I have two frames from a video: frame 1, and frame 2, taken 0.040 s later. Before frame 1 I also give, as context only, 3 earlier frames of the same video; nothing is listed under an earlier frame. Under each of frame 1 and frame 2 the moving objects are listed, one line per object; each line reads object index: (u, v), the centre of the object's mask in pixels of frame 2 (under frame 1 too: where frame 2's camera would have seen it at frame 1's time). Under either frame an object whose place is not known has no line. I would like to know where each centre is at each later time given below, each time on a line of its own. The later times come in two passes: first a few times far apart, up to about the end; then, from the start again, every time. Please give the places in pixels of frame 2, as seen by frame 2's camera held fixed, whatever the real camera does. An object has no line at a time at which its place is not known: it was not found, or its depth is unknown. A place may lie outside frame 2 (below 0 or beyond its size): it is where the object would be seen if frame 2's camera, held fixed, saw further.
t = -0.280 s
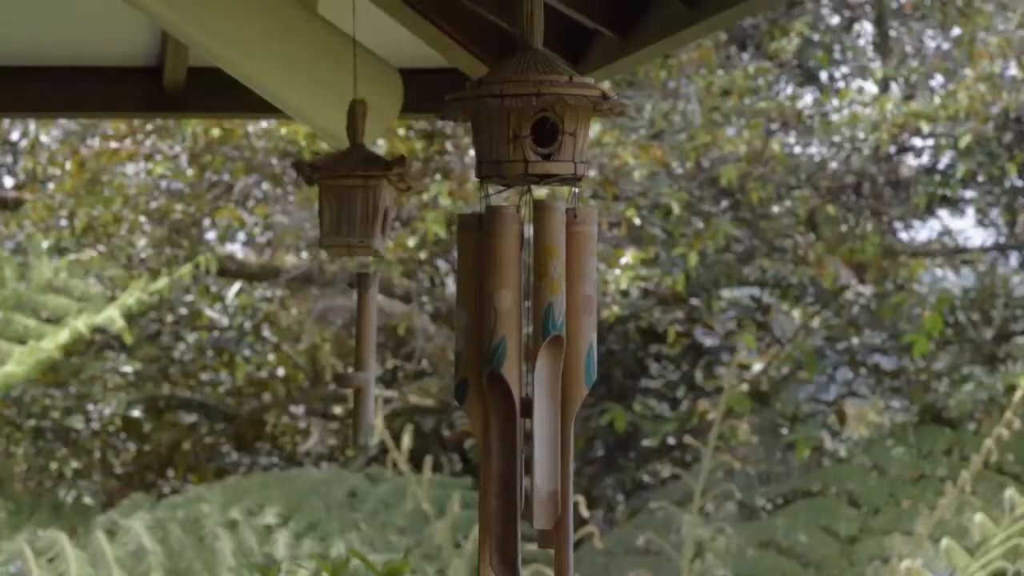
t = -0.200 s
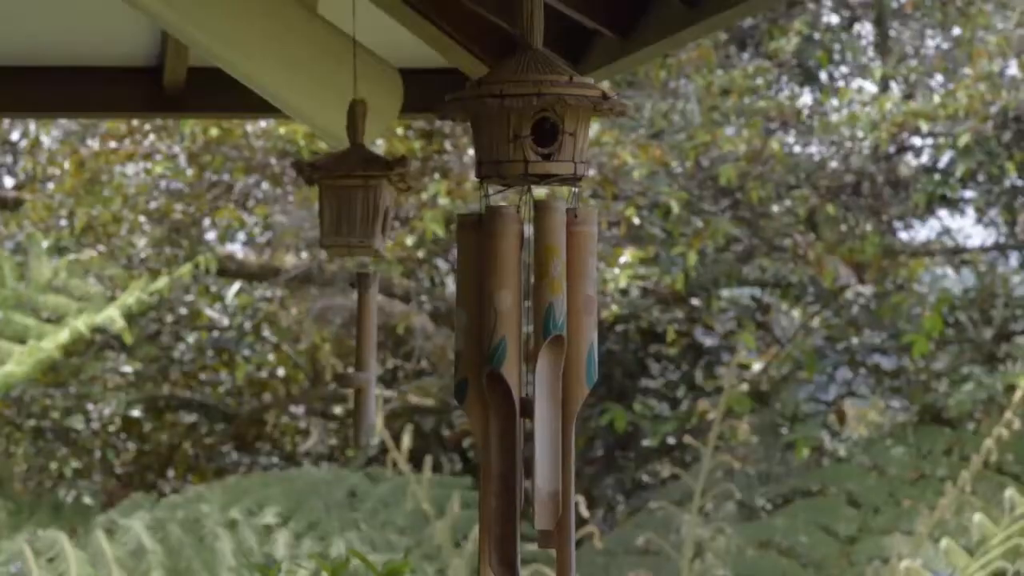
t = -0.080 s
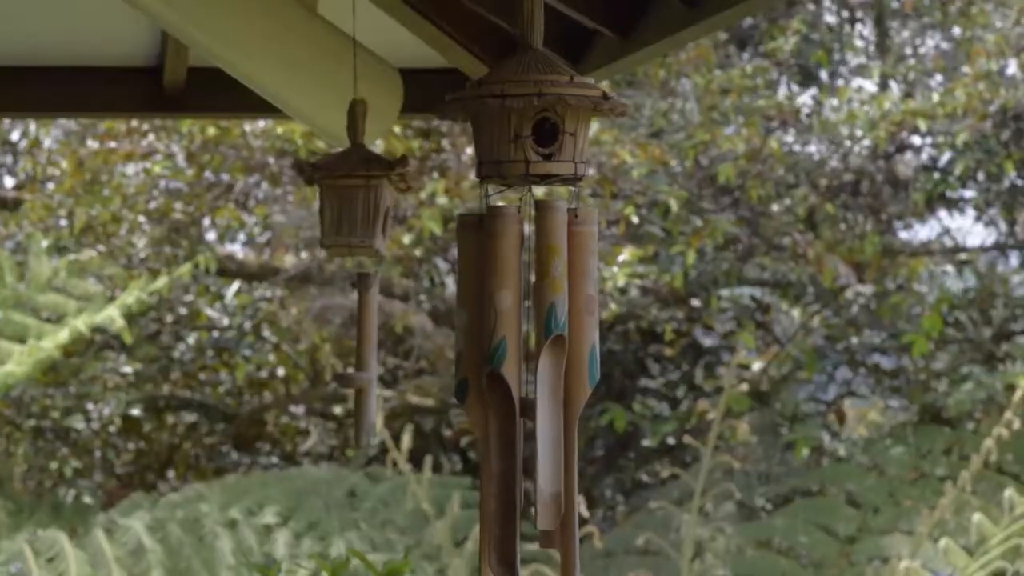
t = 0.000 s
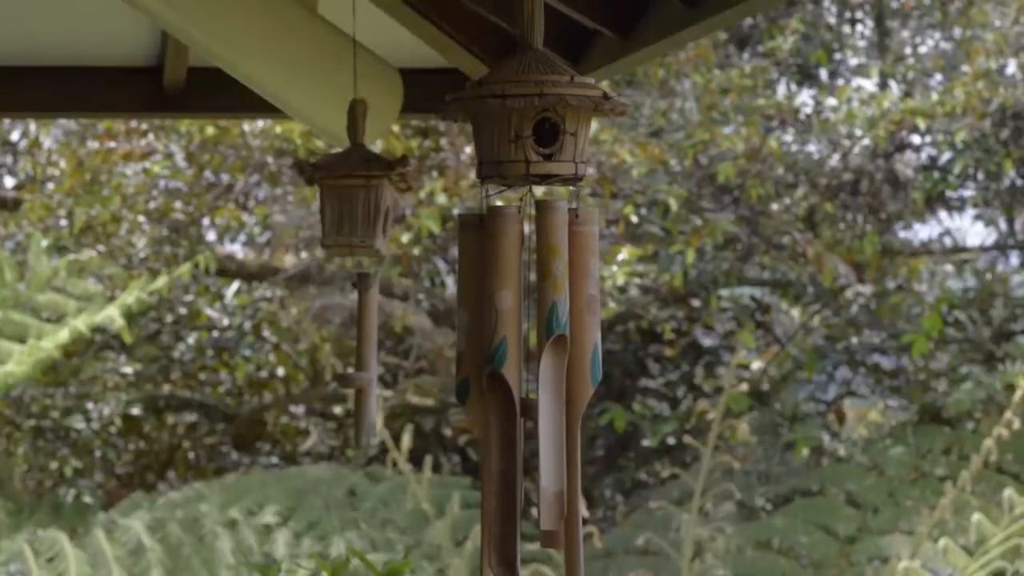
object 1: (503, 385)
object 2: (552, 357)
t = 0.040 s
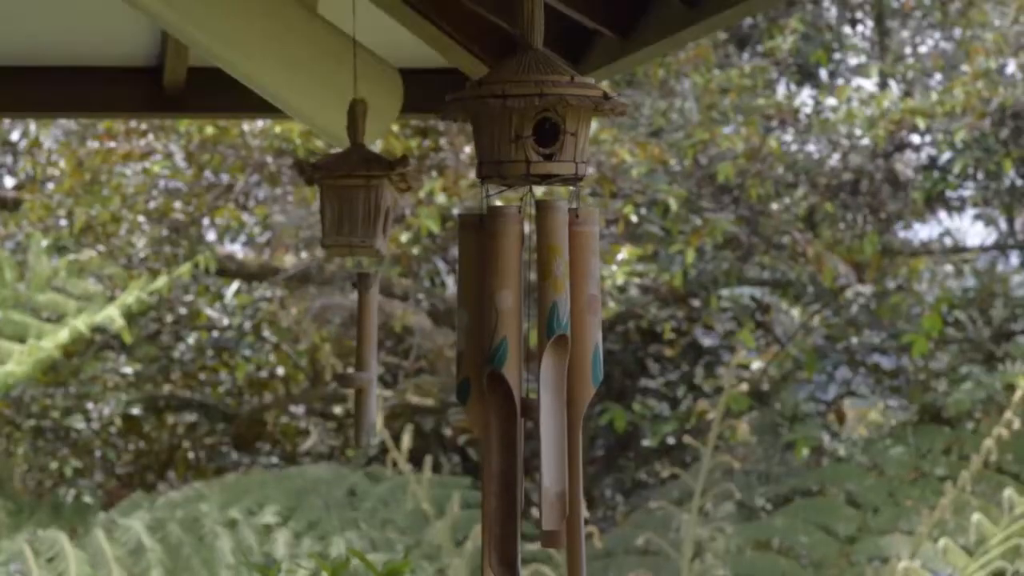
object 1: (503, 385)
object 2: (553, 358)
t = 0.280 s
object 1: (506, 383)
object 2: (559, 355)
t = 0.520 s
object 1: (513, 384)
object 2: (564, 352)
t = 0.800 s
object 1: (523, 384)
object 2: (567, 368)
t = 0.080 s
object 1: (503, 385)
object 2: (553, 358)
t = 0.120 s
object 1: (504, 386)
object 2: (554, 359)
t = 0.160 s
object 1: (504, 387)
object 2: (555, 359)
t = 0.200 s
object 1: (504, 386)
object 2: (557, 357)
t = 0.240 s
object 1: (505, 384)
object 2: (558, 357)
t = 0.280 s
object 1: (506, 383)
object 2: (559, 355)
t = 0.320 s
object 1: (507, 382)
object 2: (560, 355)
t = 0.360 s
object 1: (507, 385)
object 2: (561, 354)
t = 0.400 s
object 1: (509, 387)
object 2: (563, 354)
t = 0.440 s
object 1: (510, 386)
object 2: (563, 354)
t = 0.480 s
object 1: (512, 384)
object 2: (563, 353)
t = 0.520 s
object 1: (513, 384)
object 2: (564, 352)
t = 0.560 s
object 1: (514, 384)
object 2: (564, 351)
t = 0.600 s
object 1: (514, 386)
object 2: (564, 351)
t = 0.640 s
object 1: (516, 387)
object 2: (565, 351)
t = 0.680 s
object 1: (517, 387)
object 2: (566, 351)
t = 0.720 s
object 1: (520, 385)
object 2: (567, 350)
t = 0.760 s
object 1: (521, 385)
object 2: (566, 367)
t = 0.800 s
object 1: (523, 384)
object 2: (567, 368)
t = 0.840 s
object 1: (523, 383)
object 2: (567, 368)
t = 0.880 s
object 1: (525, 383)
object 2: (568, 368)
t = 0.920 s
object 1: (526, 383)
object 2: (569, 368)
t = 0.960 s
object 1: (526, 382)
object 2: (569, 368)
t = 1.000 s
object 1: (527, 382)
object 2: (570, 368)
